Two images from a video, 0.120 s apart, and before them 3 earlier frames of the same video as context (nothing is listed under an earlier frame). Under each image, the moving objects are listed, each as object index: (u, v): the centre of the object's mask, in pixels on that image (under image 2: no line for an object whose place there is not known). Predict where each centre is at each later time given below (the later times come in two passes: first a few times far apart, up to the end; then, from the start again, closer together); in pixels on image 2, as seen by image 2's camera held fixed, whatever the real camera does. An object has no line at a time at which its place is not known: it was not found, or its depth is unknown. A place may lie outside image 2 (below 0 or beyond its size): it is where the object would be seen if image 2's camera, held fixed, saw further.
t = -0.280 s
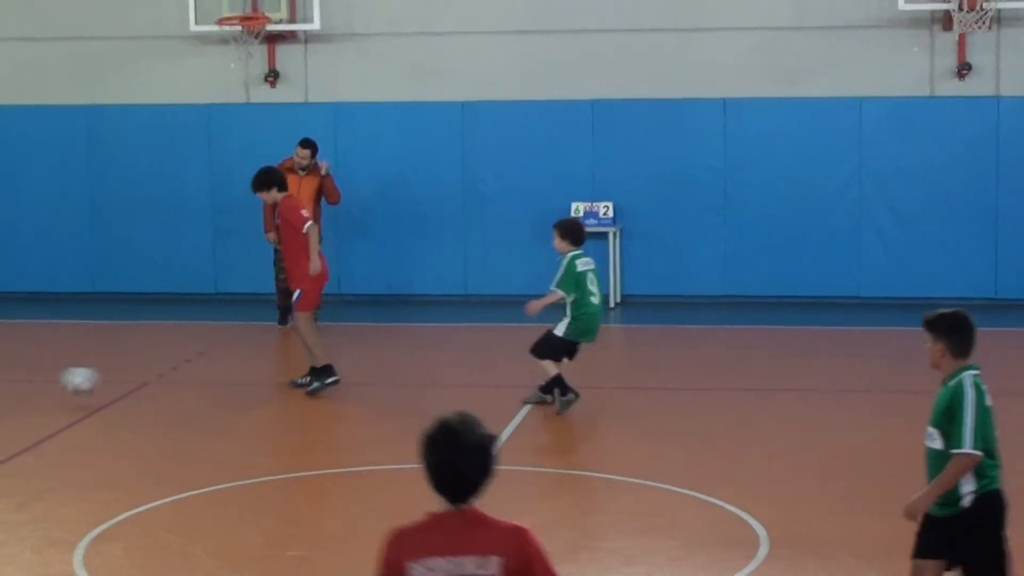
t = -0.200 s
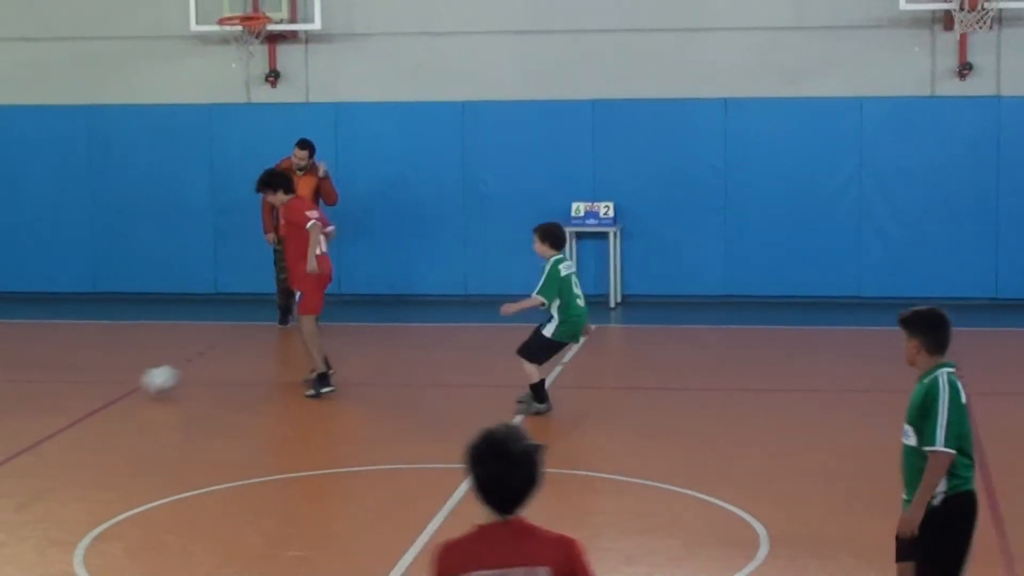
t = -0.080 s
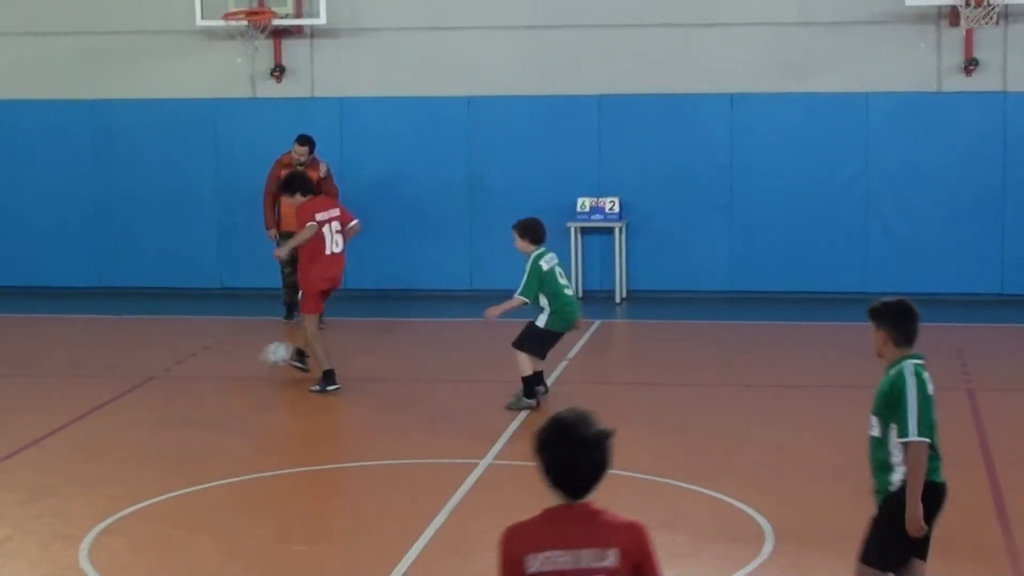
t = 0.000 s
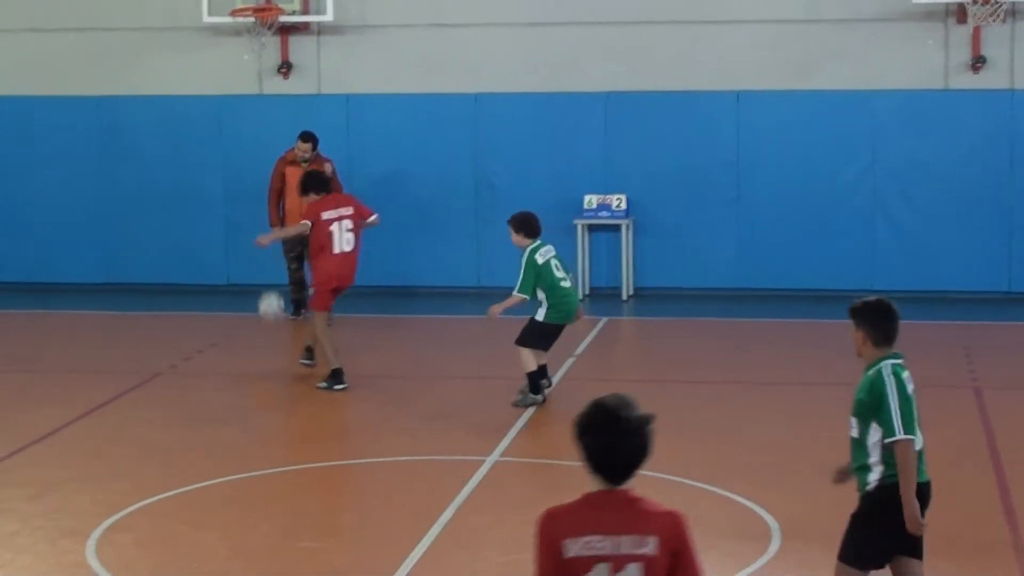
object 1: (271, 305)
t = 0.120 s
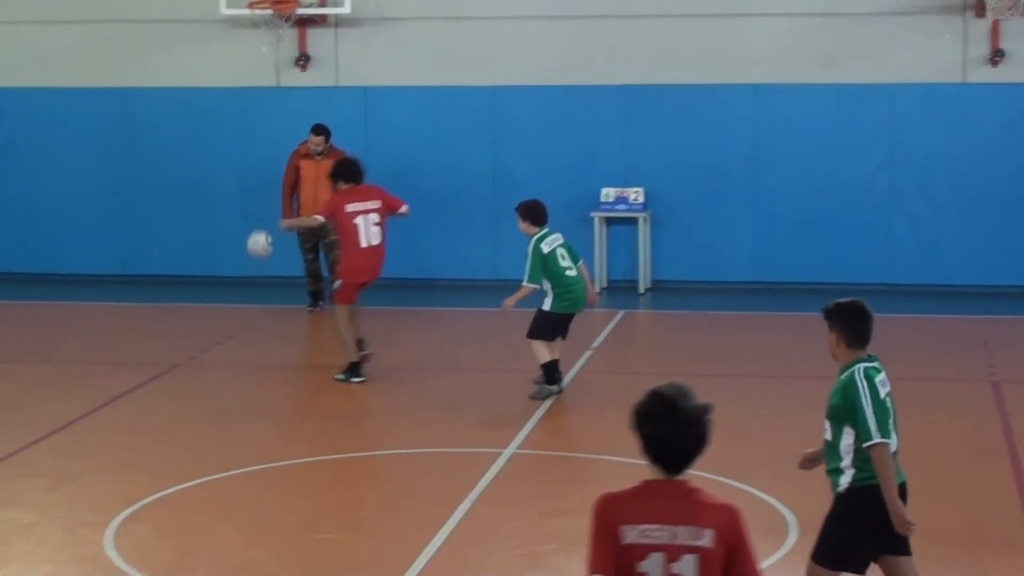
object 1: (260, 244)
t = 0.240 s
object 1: (233, 211)
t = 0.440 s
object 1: (193, 197)
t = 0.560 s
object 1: (174, 210)
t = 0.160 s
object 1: (250, 230)
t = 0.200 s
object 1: (241, 219)
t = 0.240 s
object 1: (233, 211)
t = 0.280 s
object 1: (224, 204)
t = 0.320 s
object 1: (216, 199)
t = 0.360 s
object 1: (209, 197)
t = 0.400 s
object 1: (200, 196)
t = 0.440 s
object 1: (193, 197)
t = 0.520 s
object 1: (179, 205)
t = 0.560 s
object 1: (174, 210)
